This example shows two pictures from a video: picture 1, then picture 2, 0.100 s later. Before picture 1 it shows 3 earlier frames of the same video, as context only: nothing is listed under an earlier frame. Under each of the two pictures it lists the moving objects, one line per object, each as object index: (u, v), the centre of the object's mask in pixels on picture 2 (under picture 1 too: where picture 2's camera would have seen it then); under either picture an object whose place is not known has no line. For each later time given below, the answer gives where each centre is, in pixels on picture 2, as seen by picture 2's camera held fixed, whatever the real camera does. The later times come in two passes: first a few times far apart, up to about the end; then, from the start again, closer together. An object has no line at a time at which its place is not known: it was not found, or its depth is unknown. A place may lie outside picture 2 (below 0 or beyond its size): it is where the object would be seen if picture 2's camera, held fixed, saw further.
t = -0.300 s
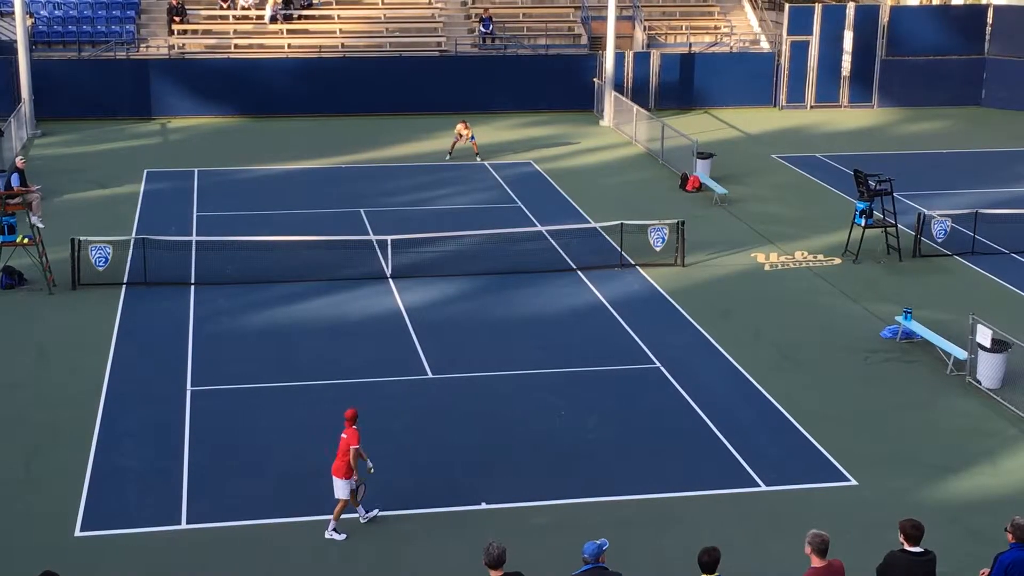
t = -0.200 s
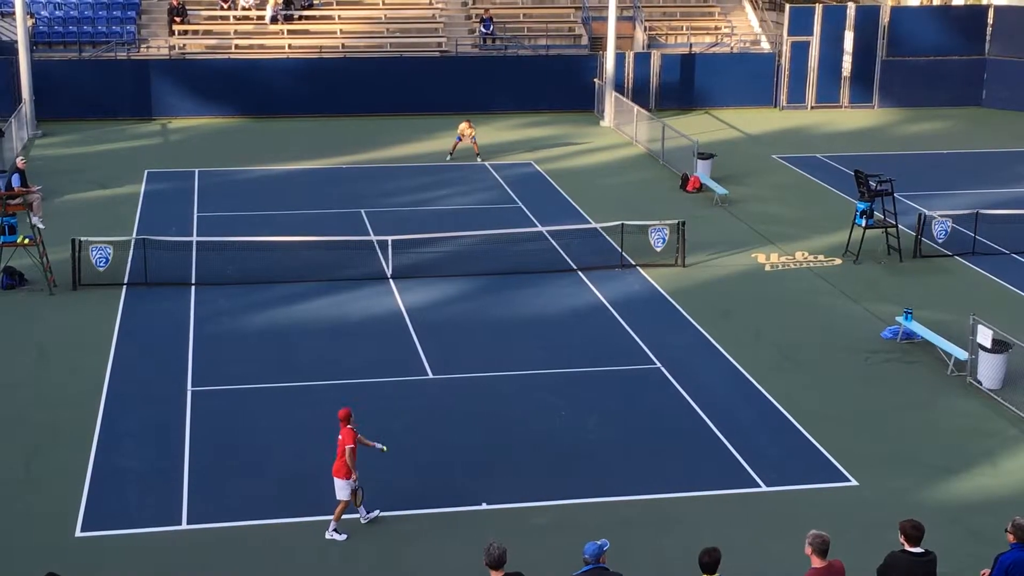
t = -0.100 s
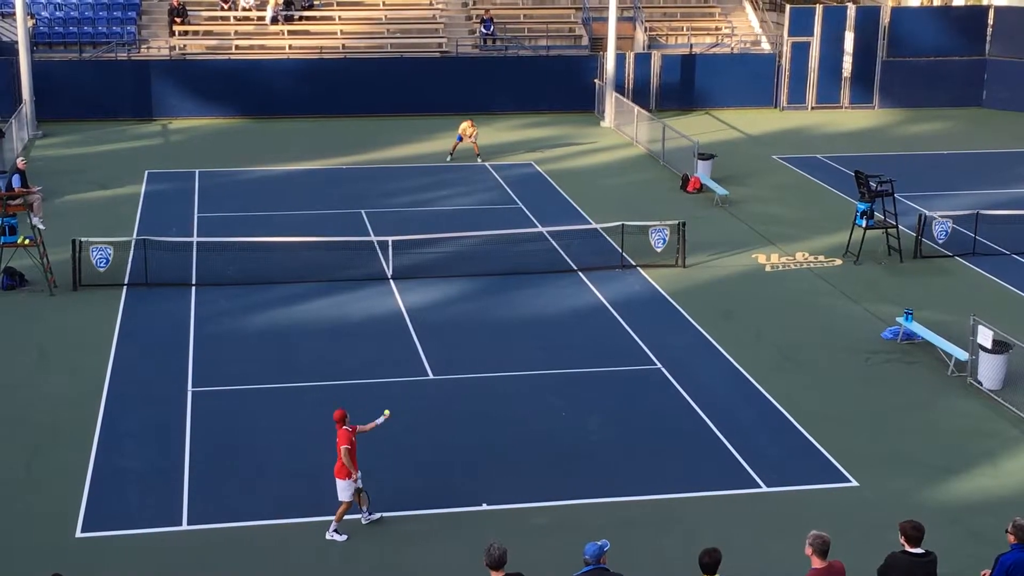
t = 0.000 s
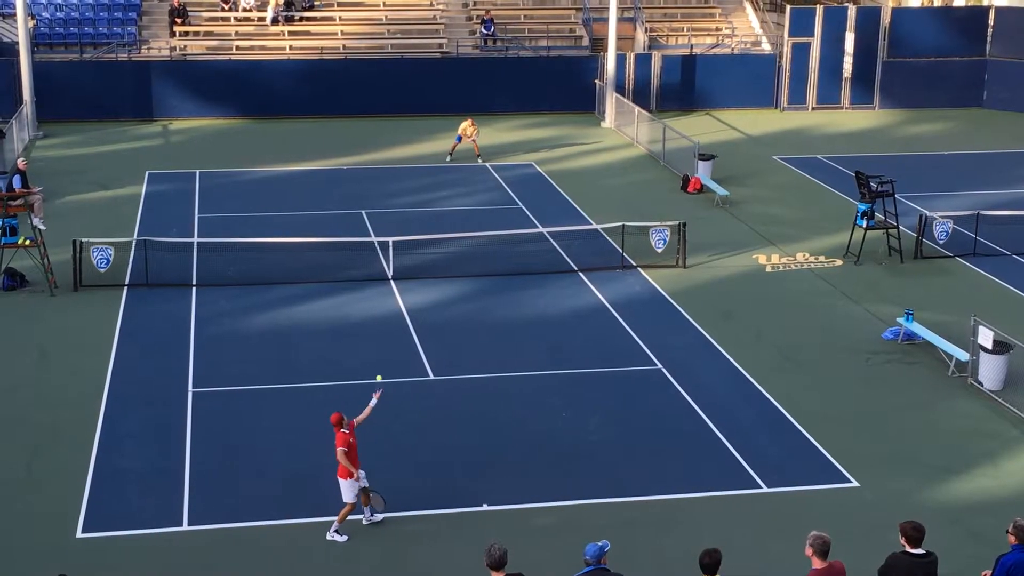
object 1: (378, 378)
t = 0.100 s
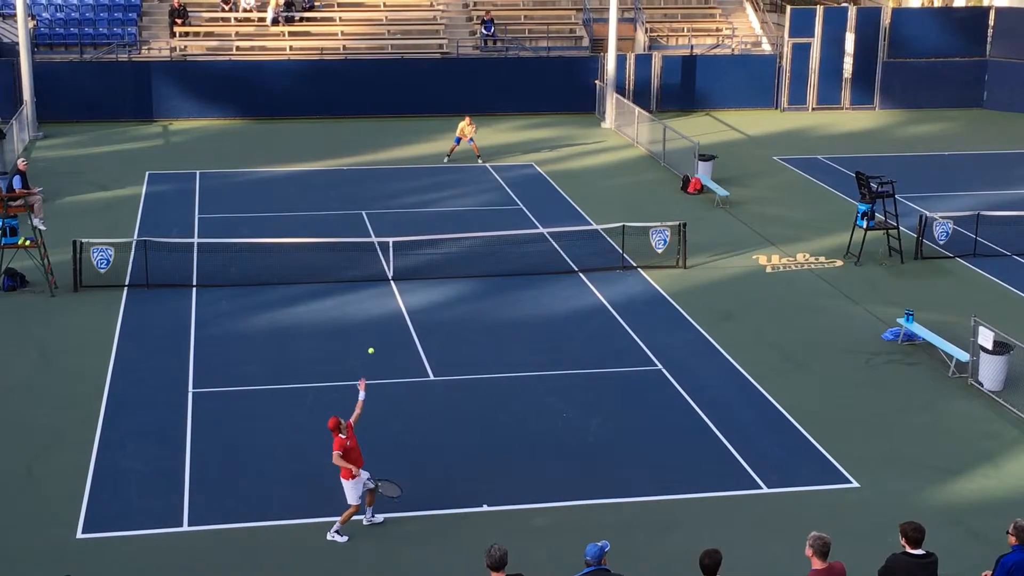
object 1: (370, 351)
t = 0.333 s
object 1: (352, 313)
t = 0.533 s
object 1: (337, 311)
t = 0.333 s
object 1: (352, 313)
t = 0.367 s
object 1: (350, 311)
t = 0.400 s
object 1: (346, 309)
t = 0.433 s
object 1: (344, 308)
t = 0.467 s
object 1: (342, 309)
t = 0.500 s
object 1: (340, 309)
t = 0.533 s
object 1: (337, 311)
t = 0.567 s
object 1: (334, 313)
